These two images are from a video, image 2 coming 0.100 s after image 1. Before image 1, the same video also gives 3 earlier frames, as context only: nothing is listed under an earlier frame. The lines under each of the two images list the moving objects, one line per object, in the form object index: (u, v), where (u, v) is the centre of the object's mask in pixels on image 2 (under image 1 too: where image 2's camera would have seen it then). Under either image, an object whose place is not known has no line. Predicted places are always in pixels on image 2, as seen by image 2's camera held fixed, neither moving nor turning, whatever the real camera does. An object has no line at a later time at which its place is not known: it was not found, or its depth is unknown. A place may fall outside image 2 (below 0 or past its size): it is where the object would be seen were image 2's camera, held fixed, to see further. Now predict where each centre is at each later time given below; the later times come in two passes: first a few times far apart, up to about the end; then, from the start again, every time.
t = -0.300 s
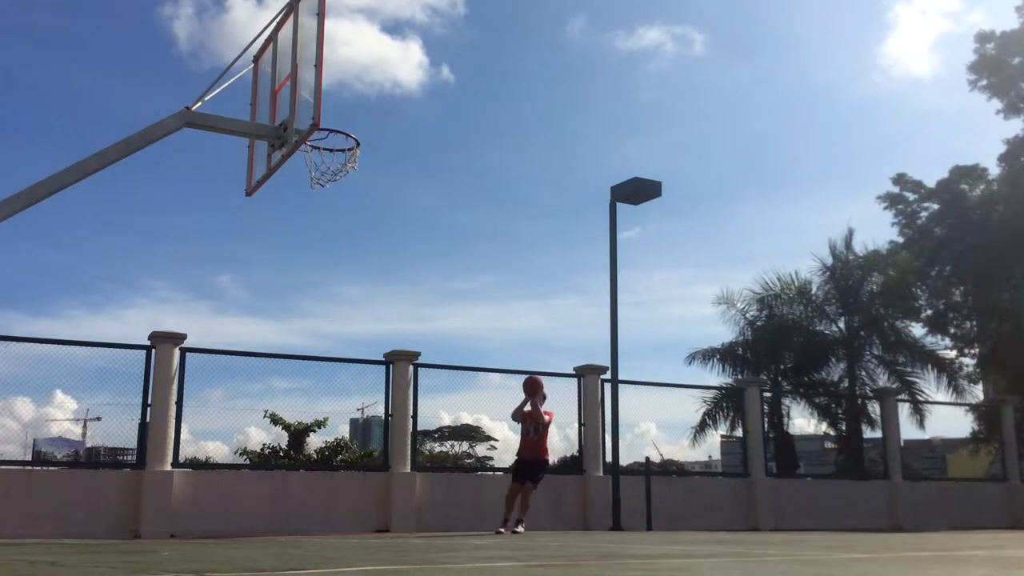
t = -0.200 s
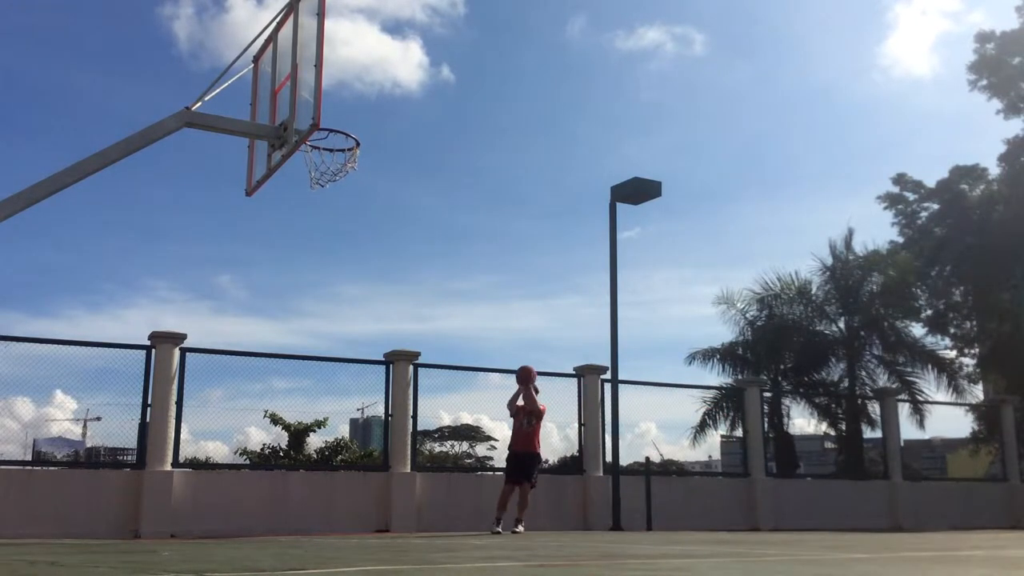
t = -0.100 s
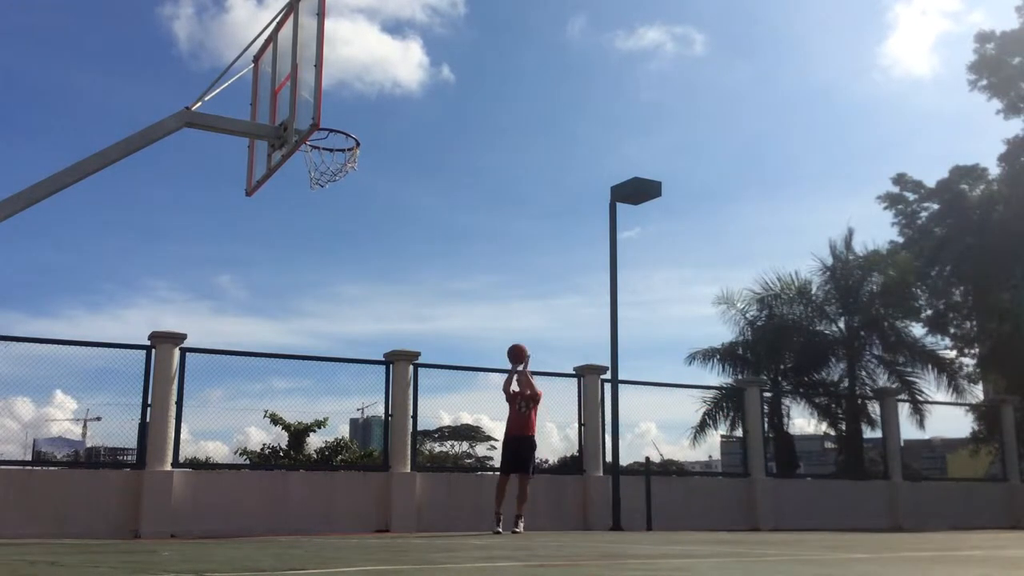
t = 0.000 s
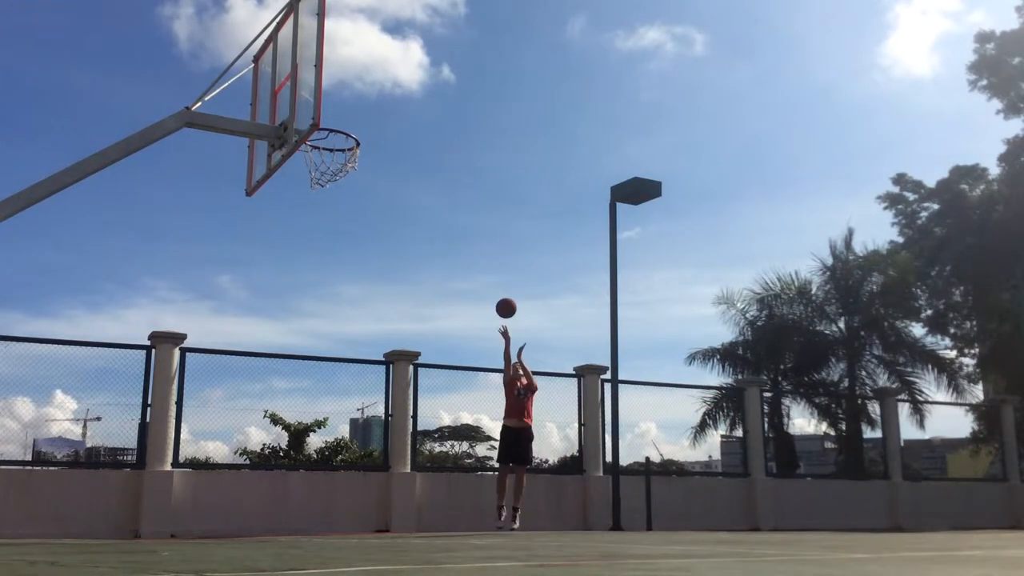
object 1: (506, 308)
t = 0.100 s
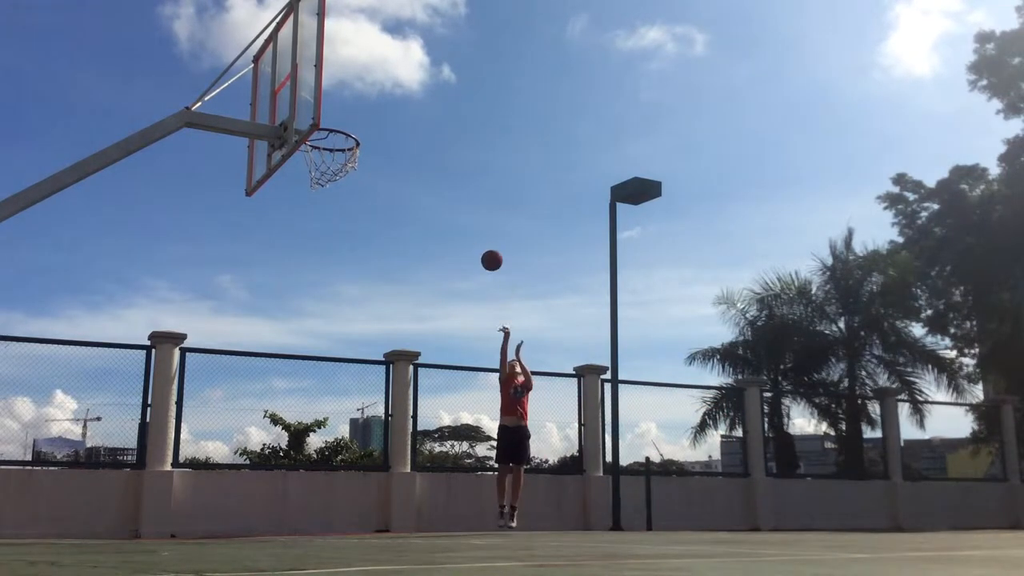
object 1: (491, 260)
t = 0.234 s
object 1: (471, 206)
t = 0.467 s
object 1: (431, 138)
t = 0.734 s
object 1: (374, 112)
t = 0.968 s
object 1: (321, 161)
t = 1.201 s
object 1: (345, 202)
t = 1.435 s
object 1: (370, 289)
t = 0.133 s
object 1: (487, 246)
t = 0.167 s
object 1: (481, 232)
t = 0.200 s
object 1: (476, 218)
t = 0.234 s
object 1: (471, 206)
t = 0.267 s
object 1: (466, 194)
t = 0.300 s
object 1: (460, 183)
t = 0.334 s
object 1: (455, 172)
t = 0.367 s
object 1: (449, 163)
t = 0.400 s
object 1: (443, 154)
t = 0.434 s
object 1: (437, 146)
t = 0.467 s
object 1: (431, 138)
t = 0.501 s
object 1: (425, 132)
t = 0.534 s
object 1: (418, 126)
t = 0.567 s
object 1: (411, 121)
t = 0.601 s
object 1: (404, 117)
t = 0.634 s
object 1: (397, 114)
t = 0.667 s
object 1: (390, 112)
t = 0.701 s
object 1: (382, 111)
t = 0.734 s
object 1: (374, 112)
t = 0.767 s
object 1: (366, 114)
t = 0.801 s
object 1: (357, 117)
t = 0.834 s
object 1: (348, 120)
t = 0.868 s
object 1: (338, 127)
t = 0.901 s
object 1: (329, 135)
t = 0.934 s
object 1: (321, 145)
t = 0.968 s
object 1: (321, 161)
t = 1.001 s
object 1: (322, 172)
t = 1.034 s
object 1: (325, 176)
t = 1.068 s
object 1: (330, 179)
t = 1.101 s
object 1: (334, 183)
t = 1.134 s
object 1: (338, 188)
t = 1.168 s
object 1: (341, 194)
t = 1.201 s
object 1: (345, 202)
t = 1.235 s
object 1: (349, 210)
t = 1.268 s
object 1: (353, 220)
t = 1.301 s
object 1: (357, 232)
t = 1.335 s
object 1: (360, 244)
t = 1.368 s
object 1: (363, 258)
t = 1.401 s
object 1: (367, 273)
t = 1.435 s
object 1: (370, 289)
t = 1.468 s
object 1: (373, 306)
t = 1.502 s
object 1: (376, 325)
